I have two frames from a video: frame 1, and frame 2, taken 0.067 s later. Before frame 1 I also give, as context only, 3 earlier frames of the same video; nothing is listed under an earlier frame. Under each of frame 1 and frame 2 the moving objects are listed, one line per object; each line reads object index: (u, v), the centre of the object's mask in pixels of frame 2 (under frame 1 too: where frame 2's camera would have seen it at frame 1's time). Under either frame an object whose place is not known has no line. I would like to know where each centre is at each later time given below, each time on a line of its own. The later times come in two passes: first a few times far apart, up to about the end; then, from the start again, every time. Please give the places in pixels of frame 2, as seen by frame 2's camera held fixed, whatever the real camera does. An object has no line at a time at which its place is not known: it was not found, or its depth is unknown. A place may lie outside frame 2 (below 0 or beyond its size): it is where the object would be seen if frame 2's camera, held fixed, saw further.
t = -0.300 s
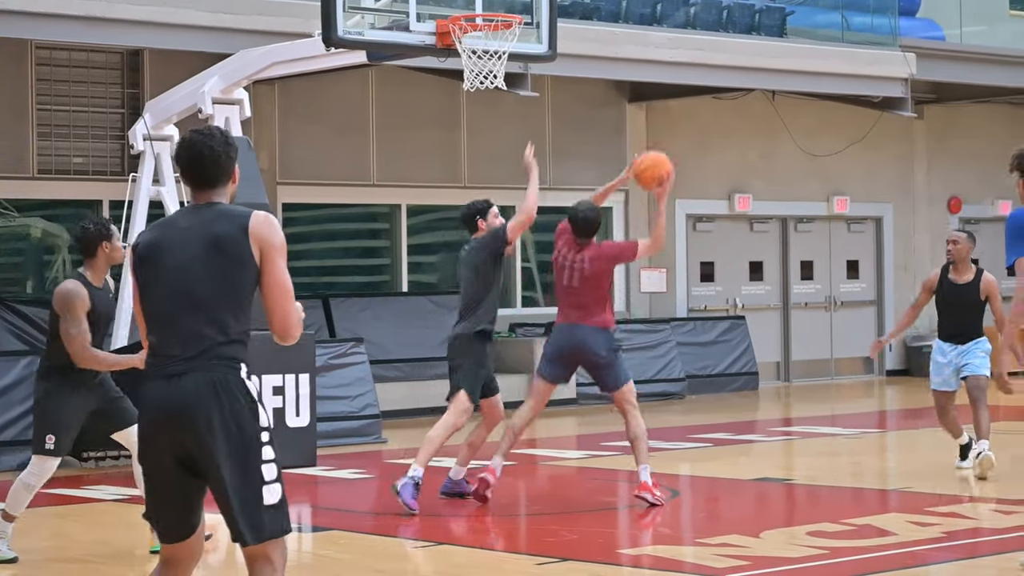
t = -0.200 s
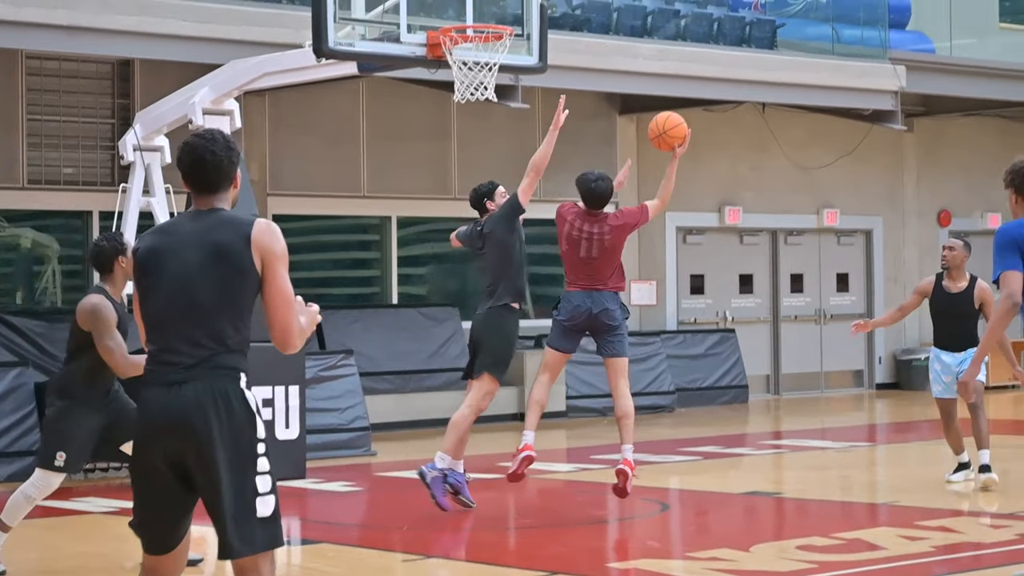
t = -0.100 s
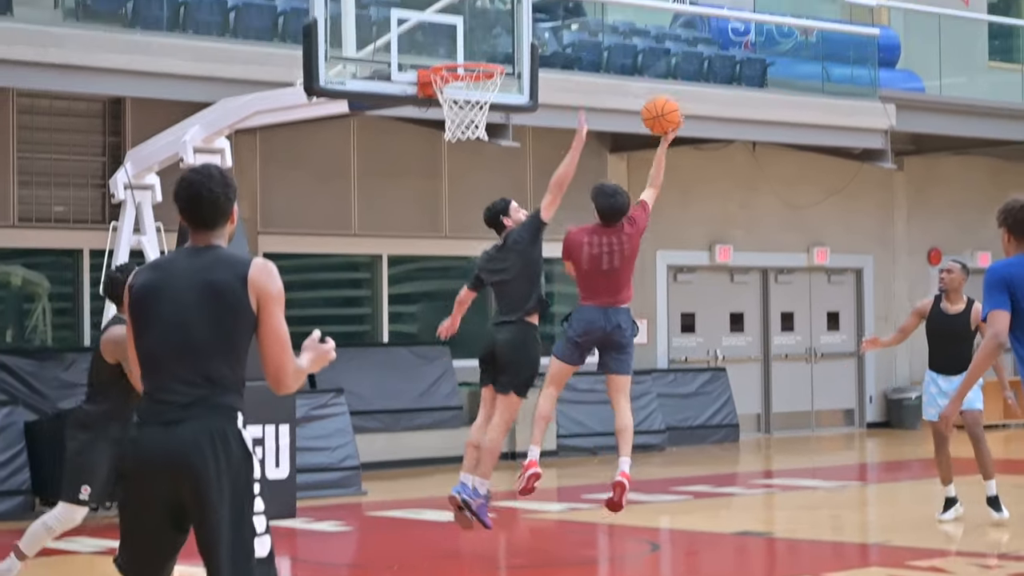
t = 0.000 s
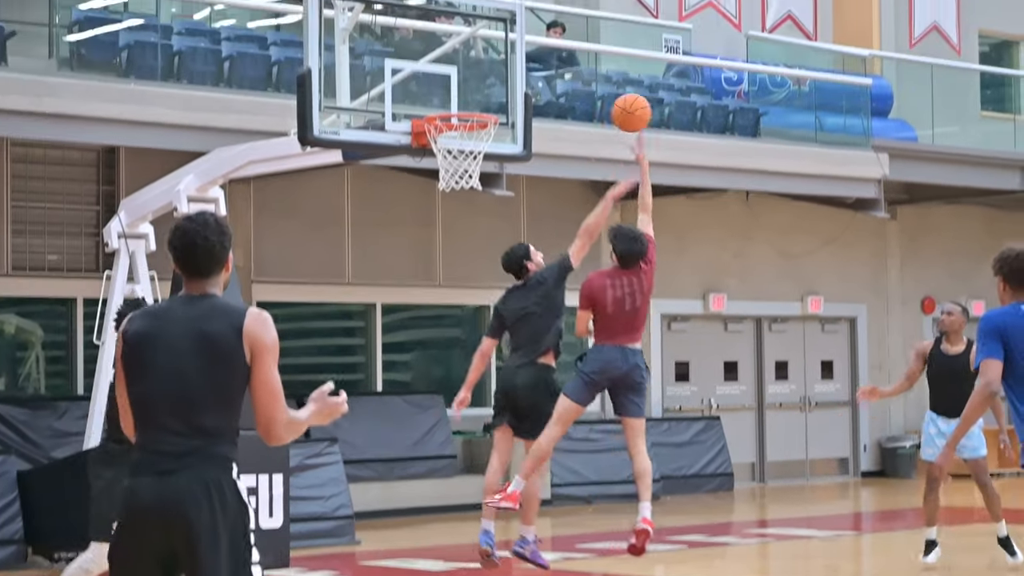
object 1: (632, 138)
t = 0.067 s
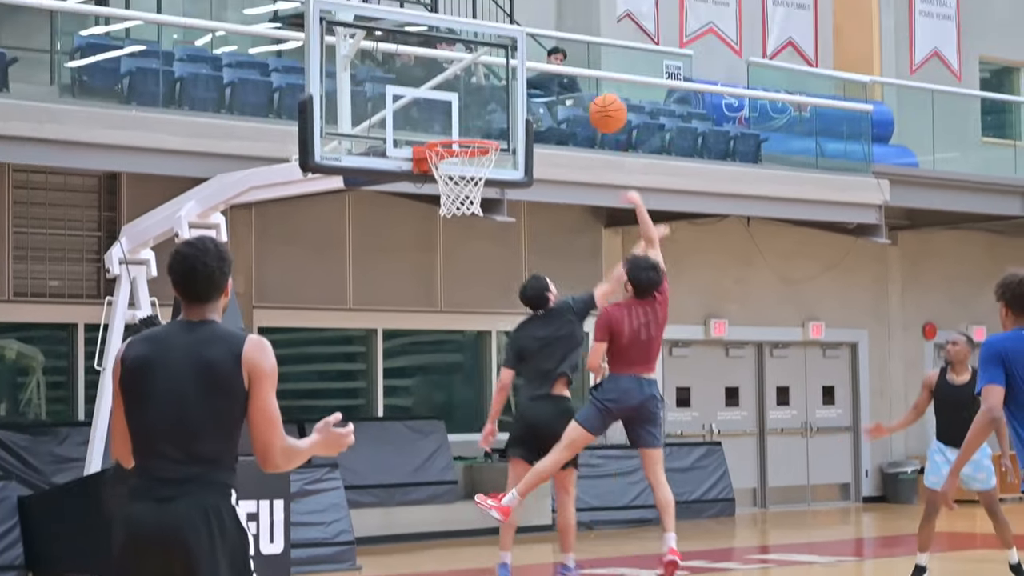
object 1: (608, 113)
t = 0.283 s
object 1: (532, 80)
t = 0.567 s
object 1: (447, 126)
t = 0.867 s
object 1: (478, 153)
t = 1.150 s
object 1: (459, 187)
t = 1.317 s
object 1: (436, 230)
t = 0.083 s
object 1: (602, 108)
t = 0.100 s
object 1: (595, 103)
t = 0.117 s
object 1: (590, 99)
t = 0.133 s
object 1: (584, 95)
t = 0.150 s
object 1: (578, 92)
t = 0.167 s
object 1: (572, 90)
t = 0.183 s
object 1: (566, 87)
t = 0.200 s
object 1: (560, 84)
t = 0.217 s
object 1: (554, 83)
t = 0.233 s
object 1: (549, 81)
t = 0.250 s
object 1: (543, 80)
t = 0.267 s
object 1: (537, 80)
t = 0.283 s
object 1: (532, 80)
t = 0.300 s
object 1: (526, 80)
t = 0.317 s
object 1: (520, 81)
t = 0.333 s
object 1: (515, 82)
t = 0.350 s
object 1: (509, 84)
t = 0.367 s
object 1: (503, 85)
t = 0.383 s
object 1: (498, 88)
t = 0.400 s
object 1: (492, 91)
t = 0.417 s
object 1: (486, 94)
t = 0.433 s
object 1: (481, 98)
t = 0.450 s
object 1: (476, 102)
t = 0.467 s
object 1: (470, 106)
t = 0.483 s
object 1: (465, 111)
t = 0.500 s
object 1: (459, 116)
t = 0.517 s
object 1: (453, 122)
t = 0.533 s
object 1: (449, 125)
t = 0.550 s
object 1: (449, 126)
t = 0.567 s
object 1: (447, 126)
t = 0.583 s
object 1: (447, 126)
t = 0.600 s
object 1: (446, 127)
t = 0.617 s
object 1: (445, 128)
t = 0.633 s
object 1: (444, 133)
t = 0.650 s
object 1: (444, 135)
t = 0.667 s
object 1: (445, 137)
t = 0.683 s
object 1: (447, 137)
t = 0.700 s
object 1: (451, 140)
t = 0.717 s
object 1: (454, 142)
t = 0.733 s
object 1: (457, 144)
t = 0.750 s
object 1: (460, 146)
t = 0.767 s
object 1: (463, 146)
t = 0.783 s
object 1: (467, 147)
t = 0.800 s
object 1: (470, 148)
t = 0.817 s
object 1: (473, 149)
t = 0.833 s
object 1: (476, 151)
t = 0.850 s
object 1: (477, 152)
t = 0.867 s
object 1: (478, 153)
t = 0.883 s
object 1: (478, 155)
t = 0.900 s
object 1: (479, 156)
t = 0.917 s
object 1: (480, 160)
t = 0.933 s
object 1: (480, 162)
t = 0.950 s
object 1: (480, 165)
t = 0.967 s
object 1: (481, 167)
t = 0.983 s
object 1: (480, 170)
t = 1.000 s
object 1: (479, 172)
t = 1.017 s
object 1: (478, 174)
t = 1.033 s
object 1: (476, 175)
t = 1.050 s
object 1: (474, 177)
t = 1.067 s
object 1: (472, 178)
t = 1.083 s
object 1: (470, 179)
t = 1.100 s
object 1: (467, 181)
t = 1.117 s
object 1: (464, 183)
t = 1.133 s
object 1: (462, 185)
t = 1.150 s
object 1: (459, 187)
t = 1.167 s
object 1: (456, 190)
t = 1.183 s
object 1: (454, 193)
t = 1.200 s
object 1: (451, 197)
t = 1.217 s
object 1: (449, 198)
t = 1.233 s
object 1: (447, 204)
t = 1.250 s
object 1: (444, 211)
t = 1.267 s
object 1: (442, 215)
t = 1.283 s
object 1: (440, 219)
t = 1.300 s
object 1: (438, 224)
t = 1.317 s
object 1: (436, 230)
